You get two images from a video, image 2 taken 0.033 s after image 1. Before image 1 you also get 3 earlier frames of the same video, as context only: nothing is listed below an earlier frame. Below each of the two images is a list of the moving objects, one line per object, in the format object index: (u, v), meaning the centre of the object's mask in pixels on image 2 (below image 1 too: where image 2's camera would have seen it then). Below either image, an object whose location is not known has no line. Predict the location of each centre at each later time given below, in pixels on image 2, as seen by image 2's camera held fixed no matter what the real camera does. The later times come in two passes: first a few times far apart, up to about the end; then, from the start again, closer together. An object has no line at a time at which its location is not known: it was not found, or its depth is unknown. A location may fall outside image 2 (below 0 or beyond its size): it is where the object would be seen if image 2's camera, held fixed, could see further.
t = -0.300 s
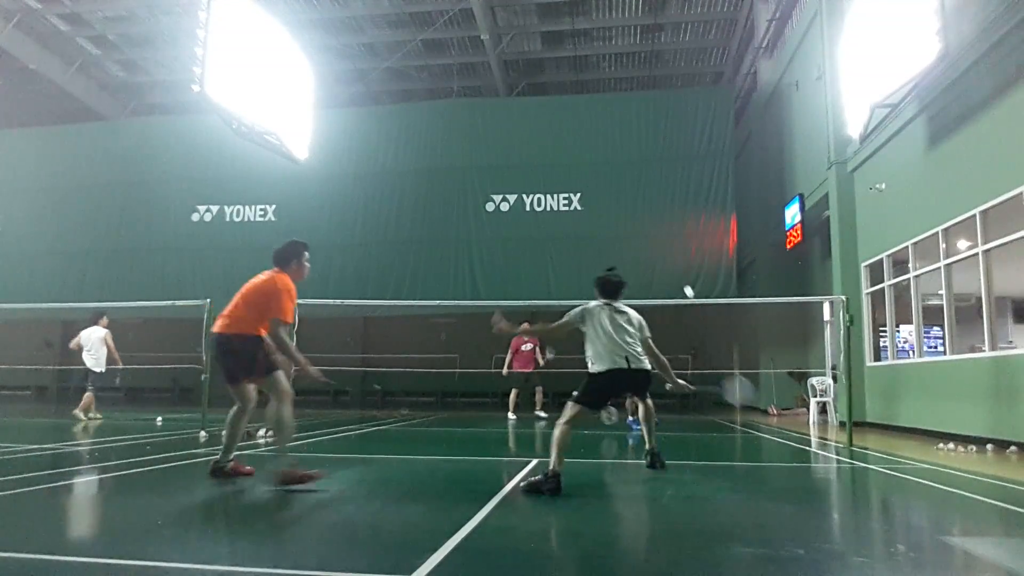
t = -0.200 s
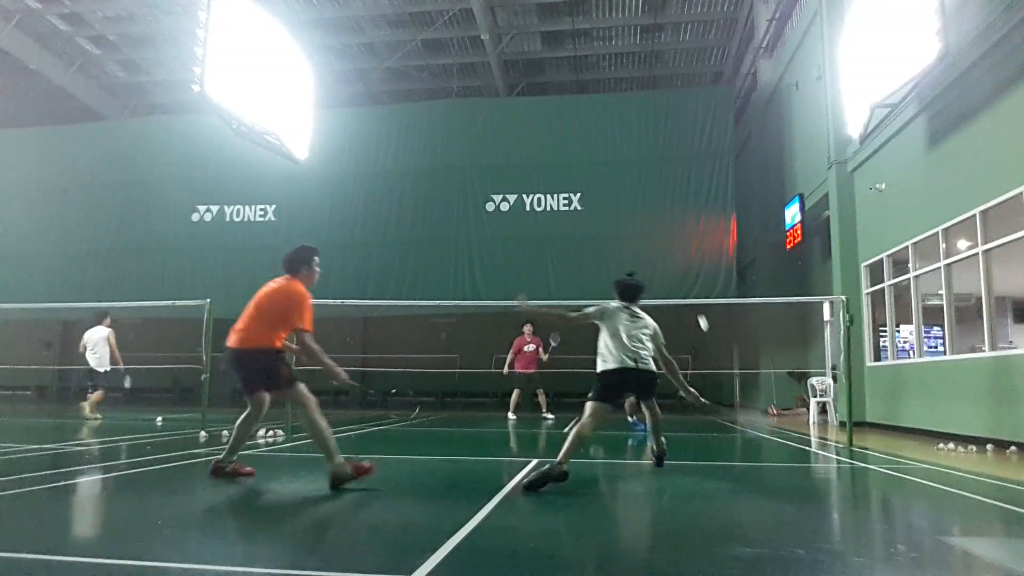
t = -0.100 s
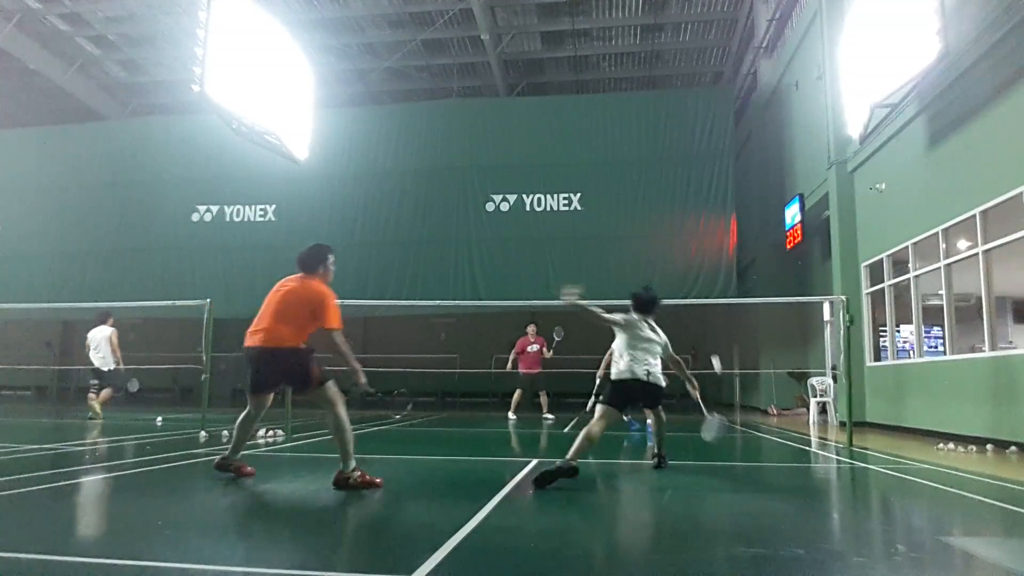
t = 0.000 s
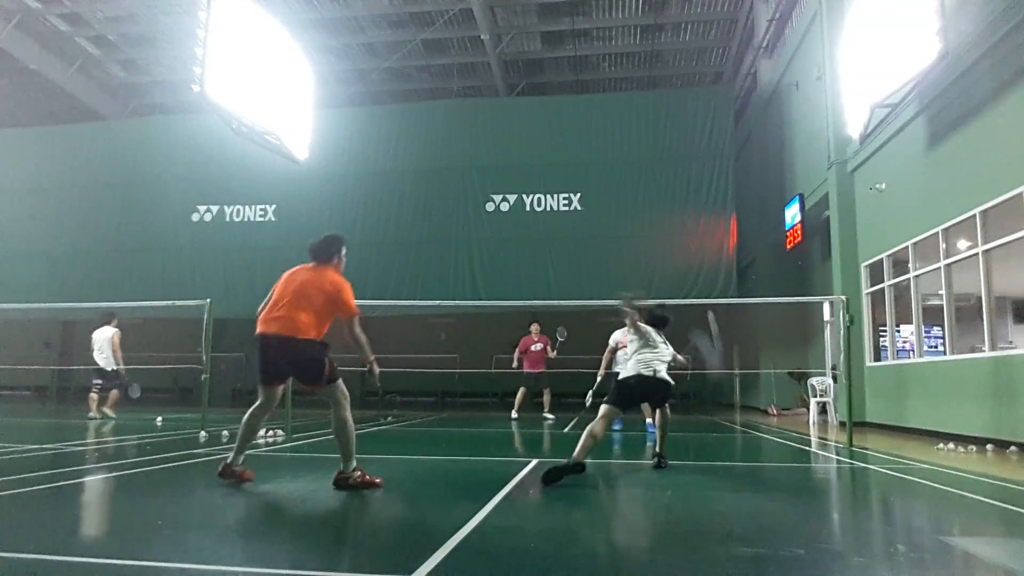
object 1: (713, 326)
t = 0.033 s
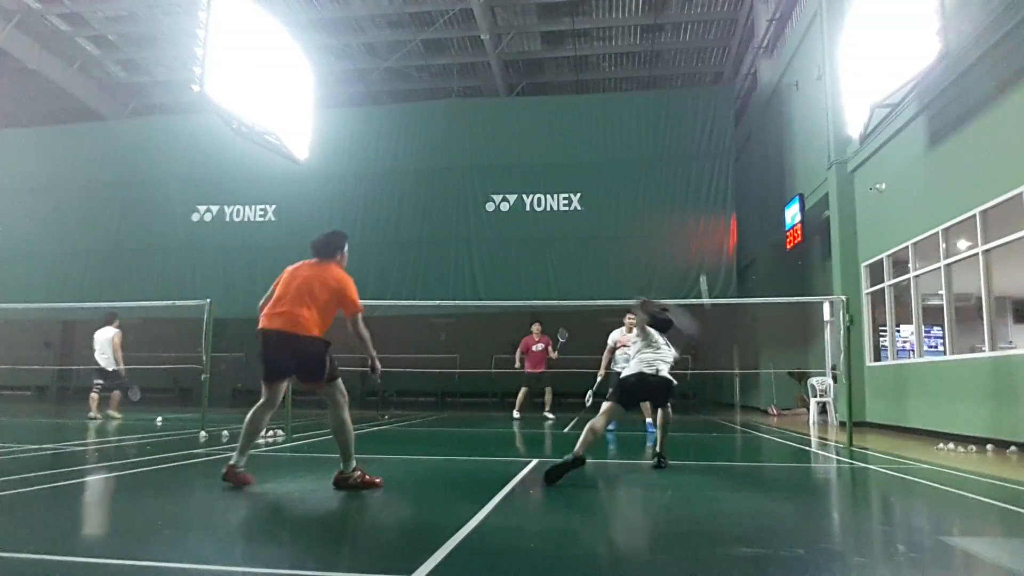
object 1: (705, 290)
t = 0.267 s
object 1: (683, 182)
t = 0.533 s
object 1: (675, 167)
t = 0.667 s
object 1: (672, 176)
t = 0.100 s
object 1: (696, 240)
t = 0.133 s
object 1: (692, 223)
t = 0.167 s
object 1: (689, 208)
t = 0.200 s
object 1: (687, 197)
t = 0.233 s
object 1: (685, 189)
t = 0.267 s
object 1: (683, 182)
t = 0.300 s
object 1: (681, 177)
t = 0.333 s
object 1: (680, 172)
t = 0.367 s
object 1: (679, 170)
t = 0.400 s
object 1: (677, 167)
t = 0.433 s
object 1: (677, 166)
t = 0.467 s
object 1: (676, 166)
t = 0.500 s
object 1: (675, 166)
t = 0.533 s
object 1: (675, 167)
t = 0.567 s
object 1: (674, 168)
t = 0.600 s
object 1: (673, 170)
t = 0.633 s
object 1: (673, 173)
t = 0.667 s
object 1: (672, 176)
